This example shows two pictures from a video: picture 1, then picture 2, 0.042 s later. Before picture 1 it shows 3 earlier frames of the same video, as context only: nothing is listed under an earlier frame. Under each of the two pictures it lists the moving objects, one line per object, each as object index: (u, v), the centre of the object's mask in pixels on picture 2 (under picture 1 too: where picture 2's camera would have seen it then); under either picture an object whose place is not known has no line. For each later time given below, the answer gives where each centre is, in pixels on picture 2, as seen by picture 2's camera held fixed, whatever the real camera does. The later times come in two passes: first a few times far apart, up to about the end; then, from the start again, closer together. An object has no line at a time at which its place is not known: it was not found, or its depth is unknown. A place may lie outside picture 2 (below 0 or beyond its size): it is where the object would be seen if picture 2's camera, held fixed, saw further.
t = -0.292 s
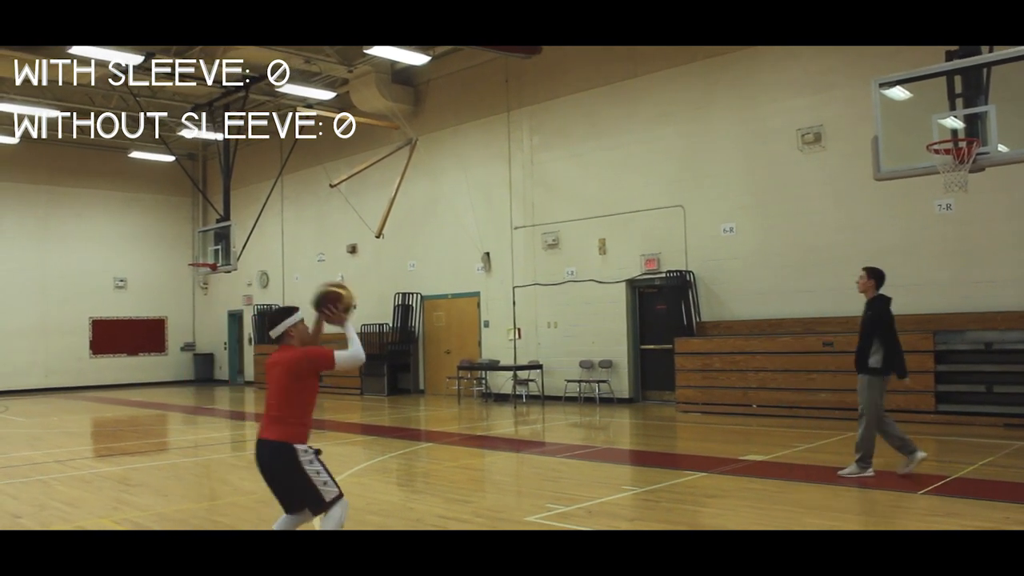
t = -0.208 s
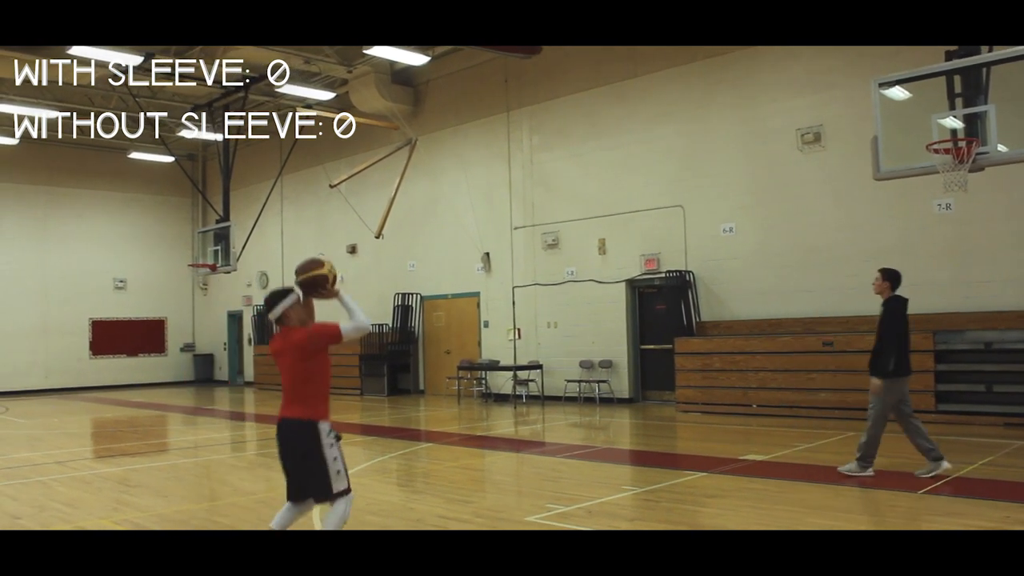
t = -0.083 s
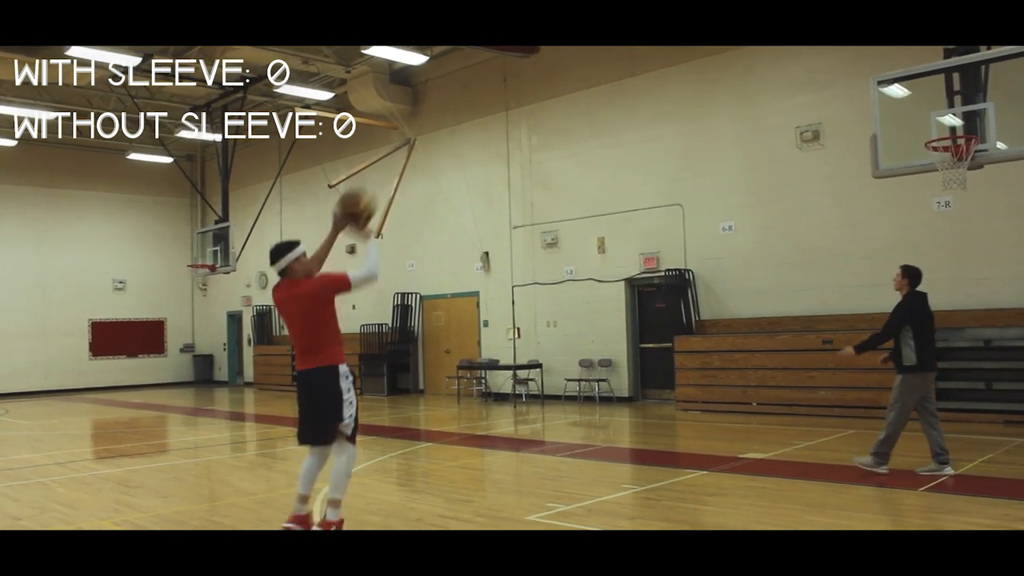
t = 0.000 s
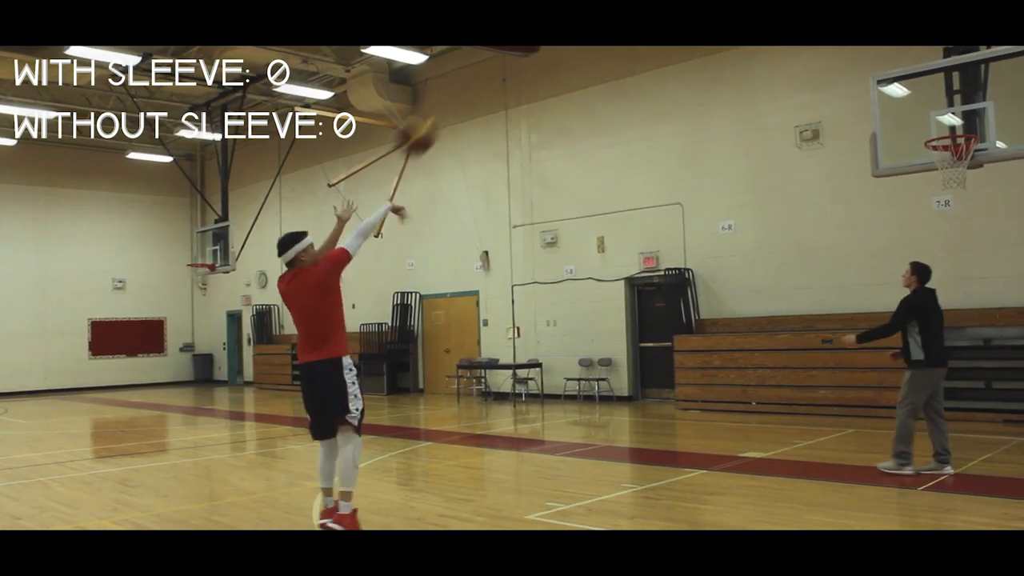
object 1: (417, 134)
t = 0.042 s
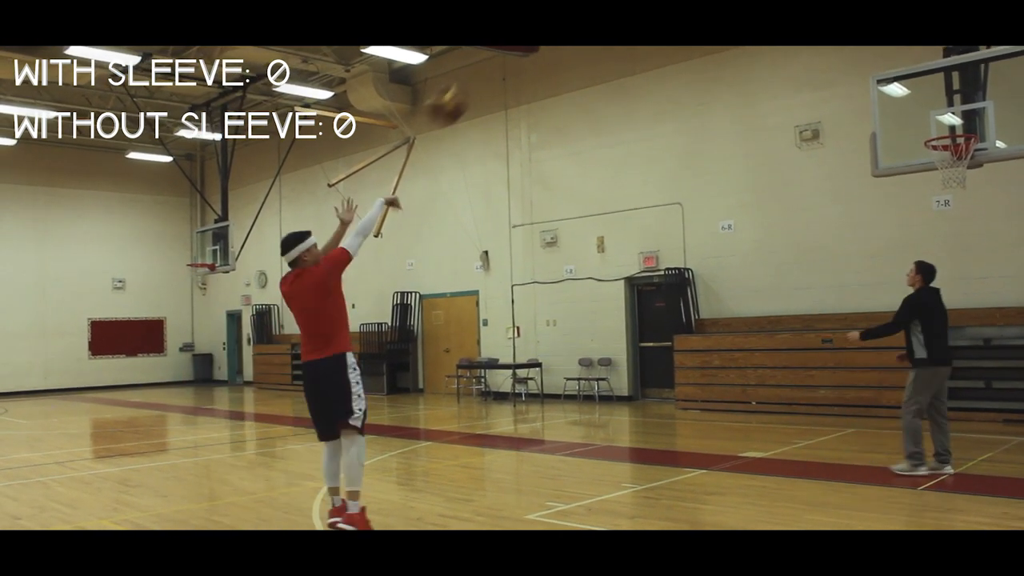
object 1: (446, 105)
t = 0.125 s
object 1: (506, 59)
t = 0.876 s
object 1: (885, 50)
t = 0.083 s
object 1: (476, 79)
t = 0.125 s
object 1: (506, 59)
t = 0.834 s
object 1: (869, 44)
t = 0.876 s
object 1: (885, 50)
